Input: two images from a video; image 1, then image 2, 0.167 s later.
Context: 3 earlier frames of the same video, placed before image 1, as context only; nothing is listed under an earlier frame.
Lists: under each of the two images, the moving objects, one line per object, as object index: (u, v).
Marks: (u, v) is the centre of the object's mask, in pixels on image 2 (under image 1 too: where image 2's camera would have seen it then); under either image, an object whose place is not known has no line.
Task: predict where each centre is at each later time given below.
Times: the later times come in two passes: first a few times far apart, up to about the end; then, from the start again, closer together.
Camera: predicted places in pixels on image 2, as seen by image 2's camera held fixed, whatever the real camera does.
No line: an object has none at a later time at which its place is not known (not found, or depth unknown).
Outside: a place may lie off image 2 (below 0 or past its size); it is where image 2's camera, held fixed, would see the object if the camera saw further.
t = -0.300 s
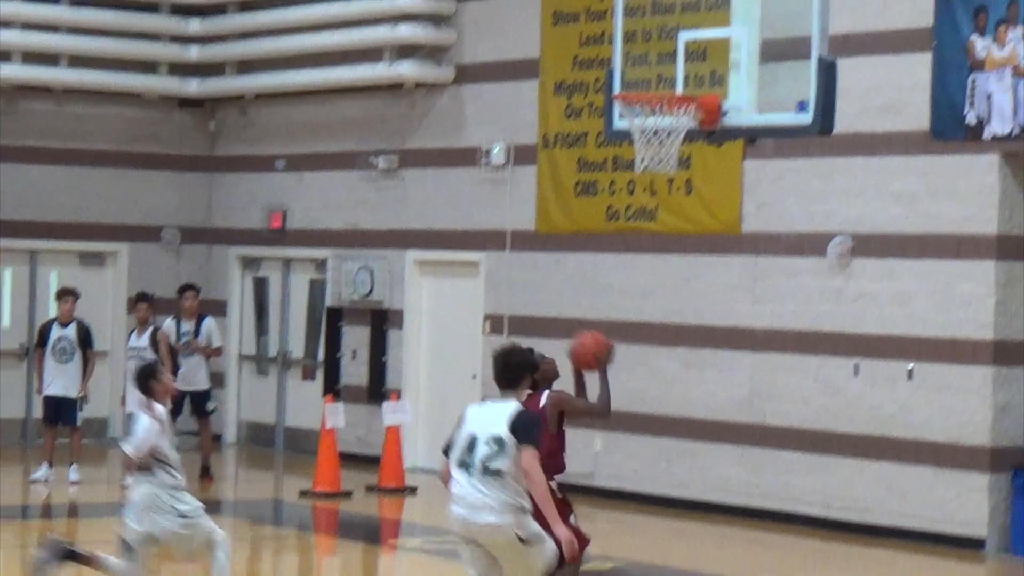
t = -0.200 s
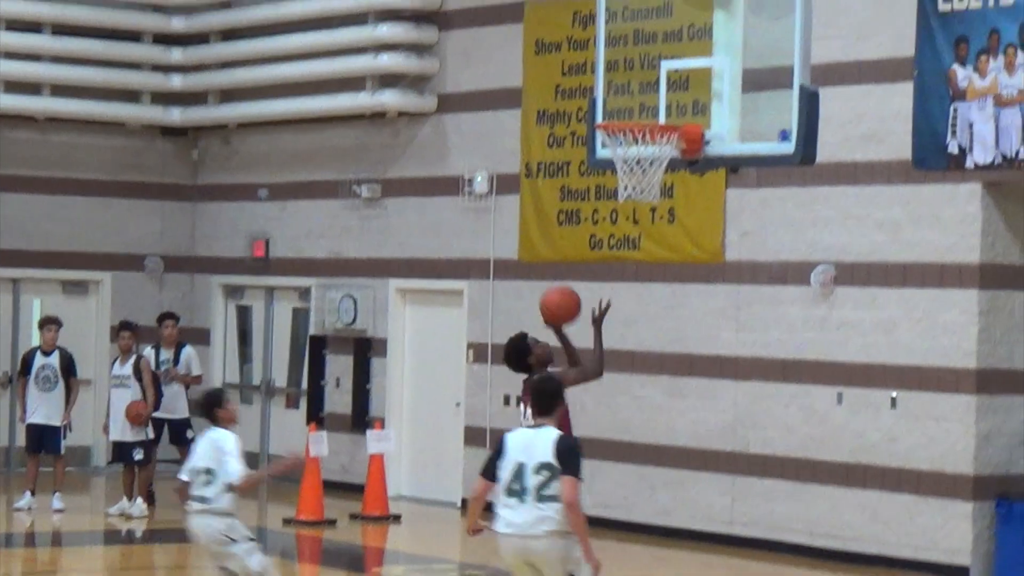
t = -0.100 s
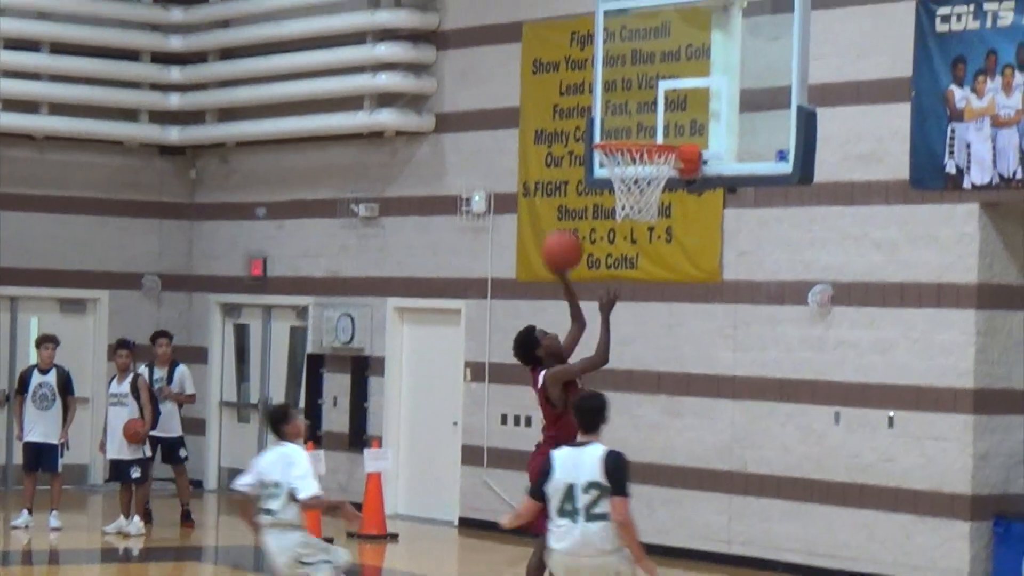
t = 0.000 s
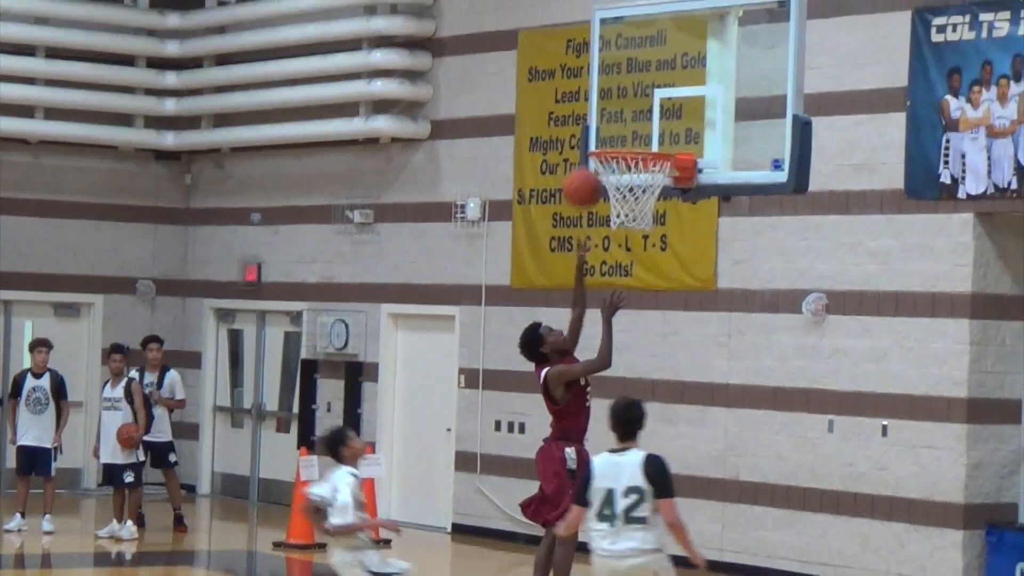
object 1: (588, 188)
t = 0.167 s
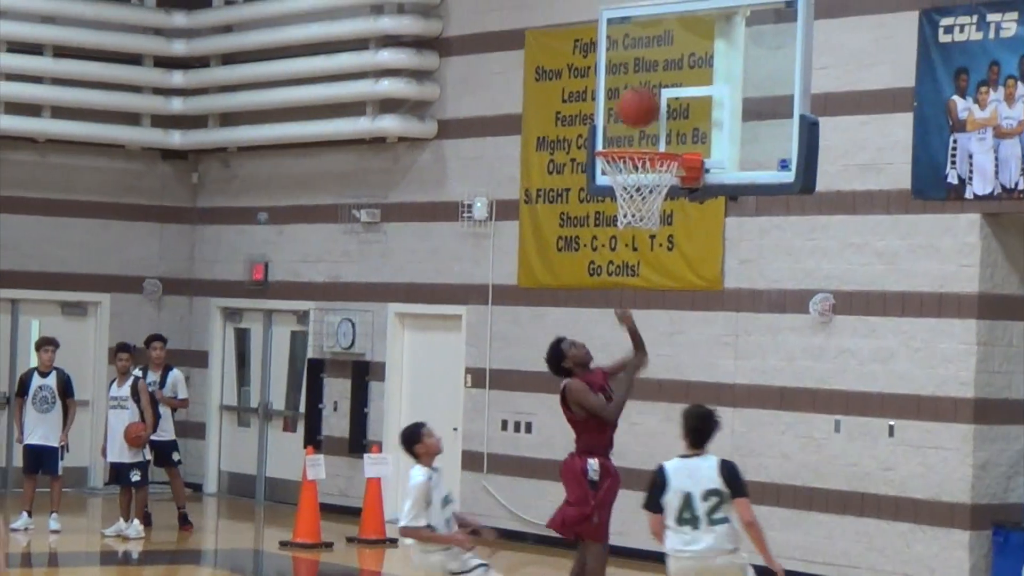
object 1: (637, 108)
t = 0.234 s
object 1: (651, 90)
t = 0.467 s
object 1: (647, 113)
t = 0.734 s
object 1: (632, 229)
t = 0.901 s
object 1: (617, 312)
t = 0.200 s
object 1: (647, 97)
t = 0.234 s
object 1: (651, 90)
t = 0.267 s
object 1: (651, 88)
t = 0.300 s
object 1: (650, 88)
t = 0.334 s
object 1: (650, 89)
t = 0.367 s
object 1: (649, 91)
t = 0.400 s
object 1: (648, 97)
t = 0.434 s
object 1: (648, 104)
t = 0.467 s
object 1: (647, 113)
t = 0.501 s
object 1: (646, 124)
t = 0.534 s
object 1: (645, 134)
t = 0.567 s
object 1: (645, 153)
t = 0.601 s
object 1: (643, 171)
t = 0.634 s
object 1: (643, 185)
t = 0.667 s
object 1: (638, 190)
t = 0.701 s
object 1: (635, 223)
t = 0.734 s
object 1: (632, 229)
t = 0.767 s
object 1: (630, 237)
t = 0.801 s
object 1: (627, 253)
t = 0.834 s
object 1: (624, 271)
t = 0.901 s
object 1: (617, 312)
